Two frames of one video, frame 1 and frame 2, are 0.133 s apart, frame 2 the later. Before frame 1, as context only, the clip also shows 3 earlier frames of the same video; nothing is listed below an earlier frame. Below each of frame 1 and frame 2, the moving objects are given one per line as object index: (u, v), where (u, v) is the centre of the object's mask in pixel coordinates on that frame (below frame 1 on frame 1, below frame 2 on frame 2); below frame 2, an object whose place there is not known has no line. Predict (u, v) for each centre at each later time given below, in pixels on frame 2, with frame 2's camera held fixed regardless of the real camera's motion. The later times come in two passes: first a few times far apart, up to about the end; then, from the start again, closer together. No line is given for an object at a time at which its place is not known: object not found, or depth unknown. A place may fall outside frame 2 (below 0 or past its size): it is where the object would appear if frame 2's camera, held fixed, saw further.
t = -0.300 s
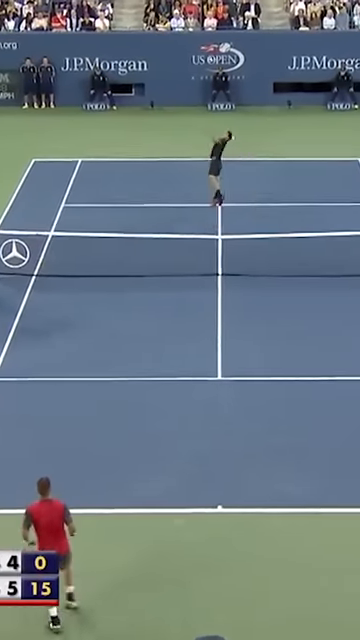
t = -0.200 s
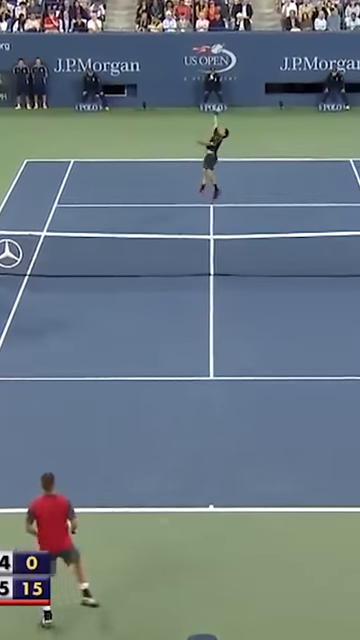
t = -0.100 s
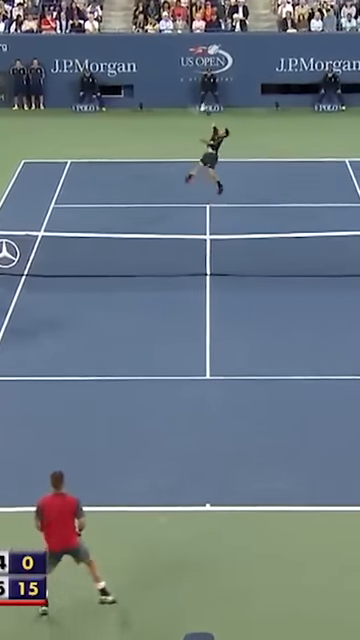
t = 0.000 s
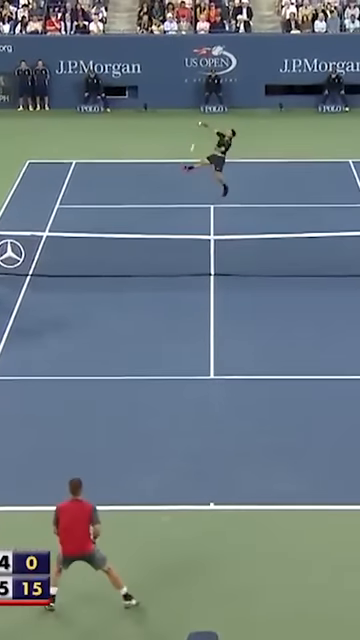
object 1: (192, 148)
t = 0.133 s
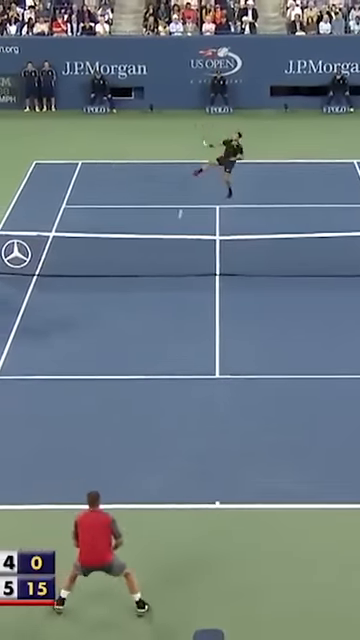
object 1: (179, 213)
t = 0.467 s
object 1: (144, 335)
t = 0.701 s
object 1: (122, 340)
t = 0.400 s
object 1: (150, 340)
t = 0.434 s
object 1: (147, 337)
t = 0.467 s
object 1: (144, 335)
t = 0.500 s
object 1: (141, 334)
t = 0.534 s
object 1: (138, 333)
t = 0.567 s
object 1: (135, 333)
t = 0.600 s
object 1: (131, 333)
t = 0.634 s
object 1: (128, 335)
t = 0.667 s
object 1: (125, 337)
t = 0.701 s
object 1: (122, 340)
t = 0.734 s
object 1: (118, 344)
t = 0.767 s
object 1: (115, 348)
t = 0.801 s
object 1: (112, 354)
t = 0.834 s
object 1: (109, 360)
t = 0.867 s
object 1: (105, 367)
